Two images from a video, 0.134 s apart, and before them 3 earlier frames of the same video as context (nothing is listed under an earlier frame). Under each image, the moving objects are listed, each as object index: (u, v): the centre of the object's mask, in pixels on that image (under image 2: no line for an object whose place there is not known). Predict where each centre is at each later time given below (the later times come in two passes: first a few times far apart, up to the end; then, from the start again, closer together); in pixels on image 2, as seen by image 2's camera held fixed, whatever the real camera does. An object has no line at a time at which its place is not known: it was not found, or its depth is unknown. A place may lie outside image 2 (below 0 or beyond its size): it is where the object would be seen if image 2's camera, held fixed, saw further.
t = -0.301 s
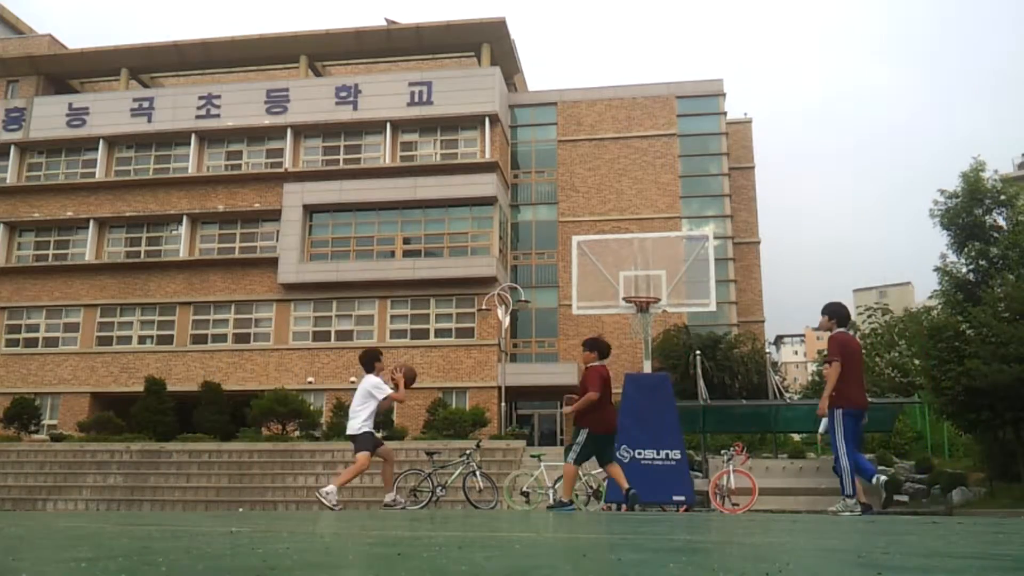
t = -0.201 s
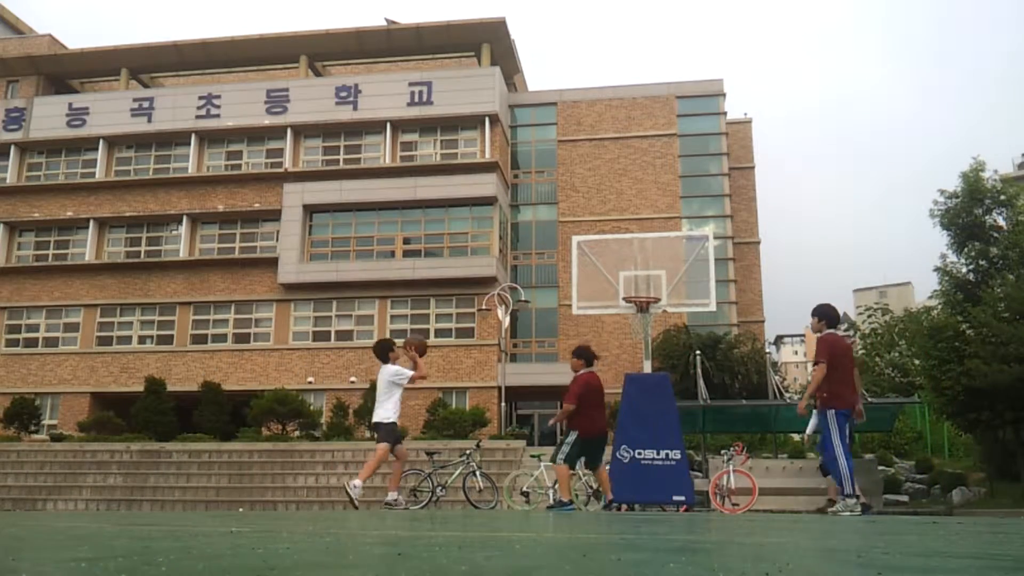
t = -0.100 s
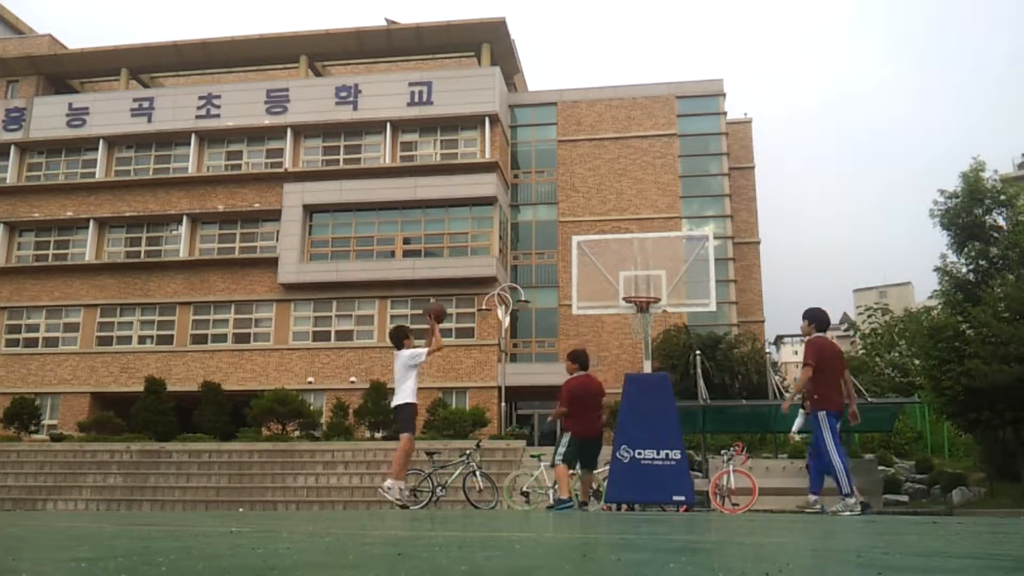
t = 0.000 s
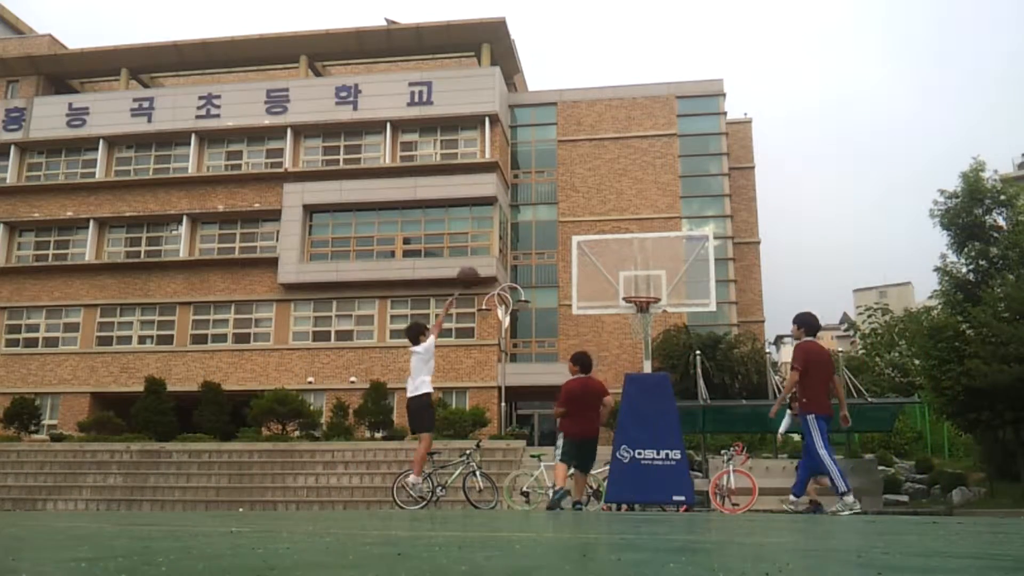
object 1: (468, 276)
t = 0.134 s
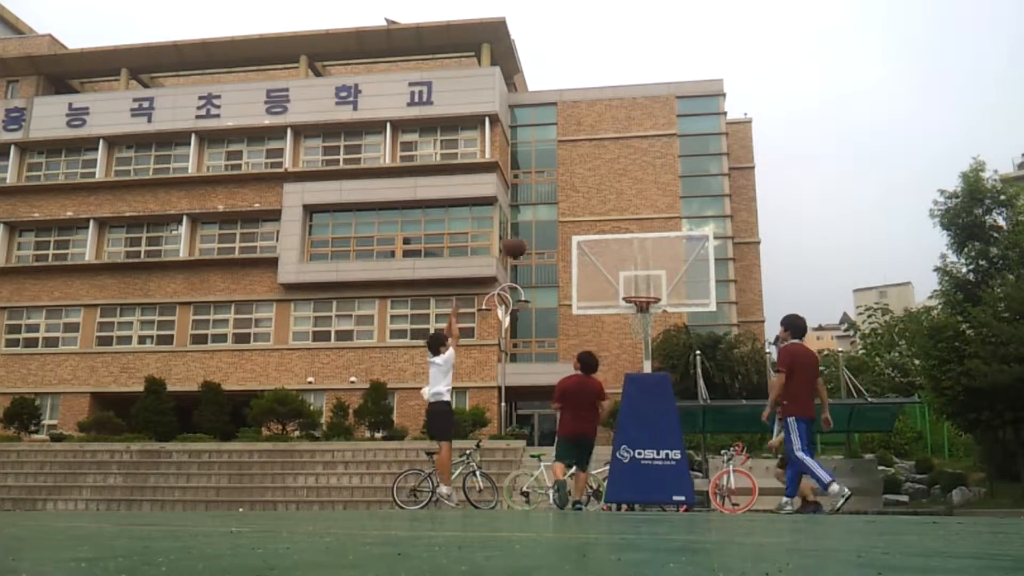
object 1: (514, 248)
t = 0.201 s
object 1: (536, 239)
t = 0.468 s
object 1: (614, 244)
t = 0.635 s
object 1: (659, 274)
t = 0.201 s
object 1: (536, 239)
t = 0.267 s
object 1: (556, 235)
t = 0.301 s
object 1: (566, 234)
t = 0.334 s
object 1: (576, 234)
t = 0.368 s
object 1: (586, 235)
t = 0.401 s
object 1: (595, 237)
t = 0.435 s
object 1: (605, 240)
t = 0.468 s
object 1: (614, 244)
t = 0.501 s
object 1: (623, 248)
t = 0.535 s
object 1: (632, 254)
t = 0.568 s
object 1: (642, 259)
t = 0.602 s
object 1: (650, 267)
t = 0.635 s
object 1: (659, 274)
